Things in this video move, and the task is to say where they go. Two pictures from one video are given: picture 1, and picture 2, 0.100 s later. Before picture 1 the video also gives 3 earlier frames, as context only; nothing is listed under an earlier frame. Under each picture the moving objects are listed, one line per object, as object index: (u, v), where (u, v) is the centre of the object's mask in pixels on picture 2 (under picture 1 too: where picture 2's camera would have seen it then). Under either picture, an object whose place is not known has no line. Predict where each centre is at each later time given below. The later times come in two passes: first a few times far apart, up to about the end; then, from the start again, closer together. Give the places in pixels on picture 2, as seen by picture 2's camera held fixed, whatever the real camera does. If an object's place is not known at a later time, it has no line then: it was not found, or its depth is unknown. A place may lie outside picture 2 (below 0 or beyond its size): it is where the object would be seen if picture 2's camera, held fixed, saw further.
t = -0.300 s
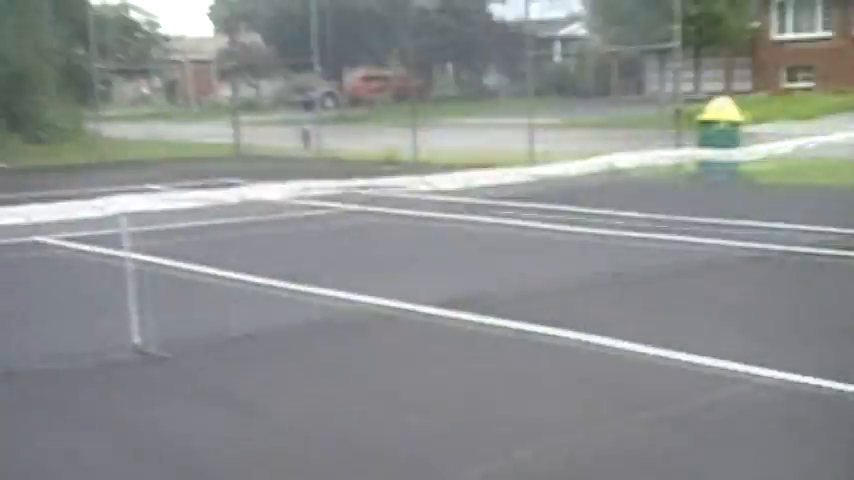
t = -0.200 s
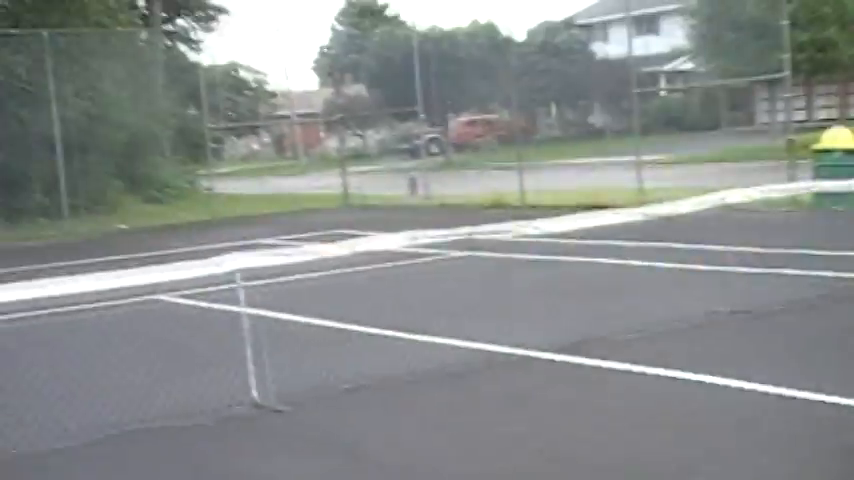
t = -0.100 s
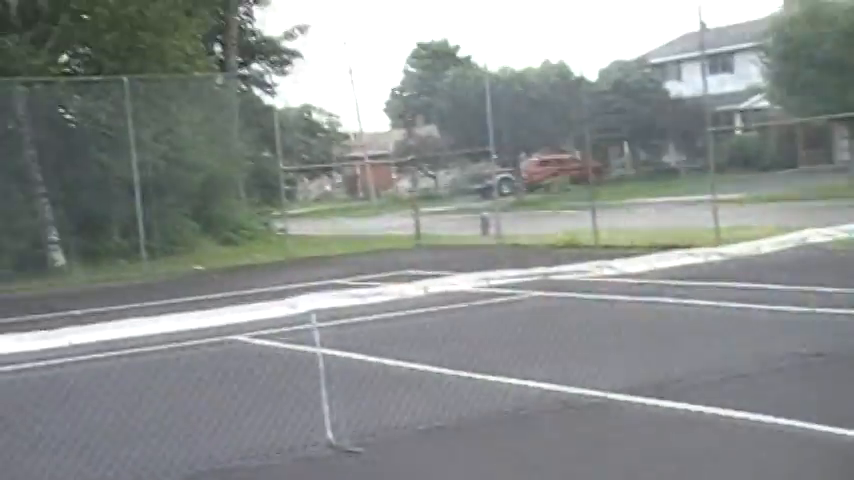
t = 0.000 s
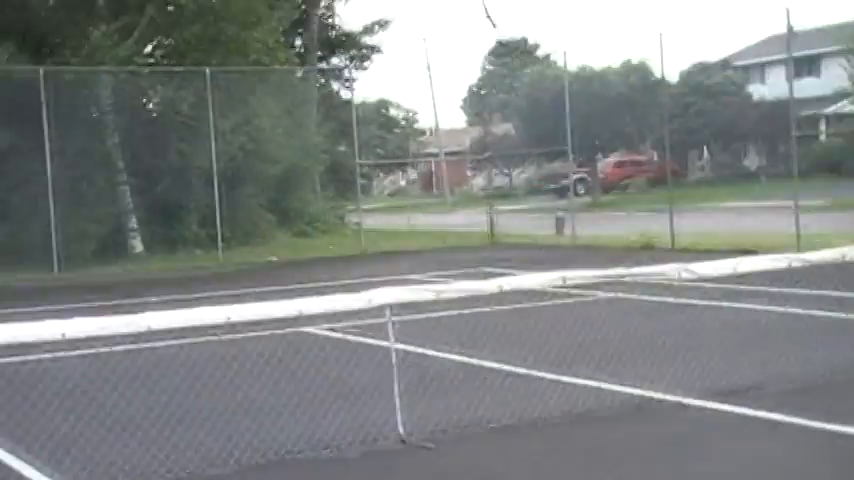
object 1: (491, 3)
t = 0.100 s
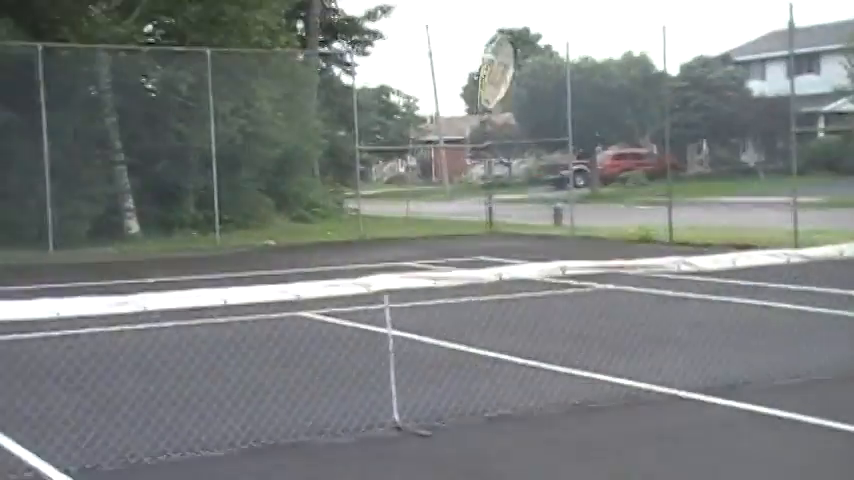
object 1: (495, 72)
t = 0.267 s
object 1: (533, 258)
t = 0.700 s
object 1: (674, 412)
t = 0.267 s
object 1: (533, 258)
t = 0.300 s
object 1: (540, 296)
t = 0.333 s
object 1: (545, 335)
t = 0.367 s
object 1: (550, 377)
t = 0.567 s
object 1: (626, 412)
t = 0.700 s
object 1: (674, 412)
